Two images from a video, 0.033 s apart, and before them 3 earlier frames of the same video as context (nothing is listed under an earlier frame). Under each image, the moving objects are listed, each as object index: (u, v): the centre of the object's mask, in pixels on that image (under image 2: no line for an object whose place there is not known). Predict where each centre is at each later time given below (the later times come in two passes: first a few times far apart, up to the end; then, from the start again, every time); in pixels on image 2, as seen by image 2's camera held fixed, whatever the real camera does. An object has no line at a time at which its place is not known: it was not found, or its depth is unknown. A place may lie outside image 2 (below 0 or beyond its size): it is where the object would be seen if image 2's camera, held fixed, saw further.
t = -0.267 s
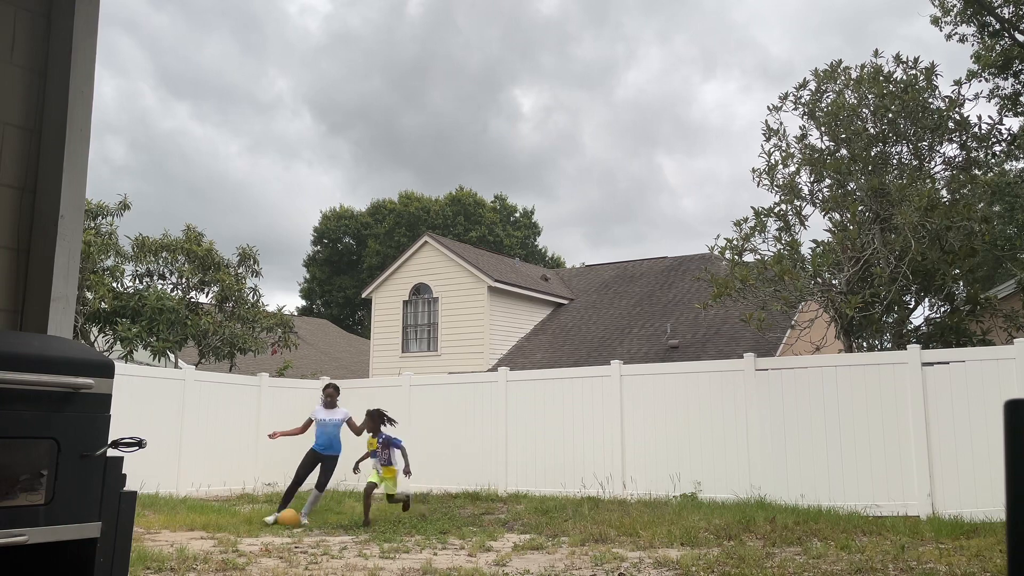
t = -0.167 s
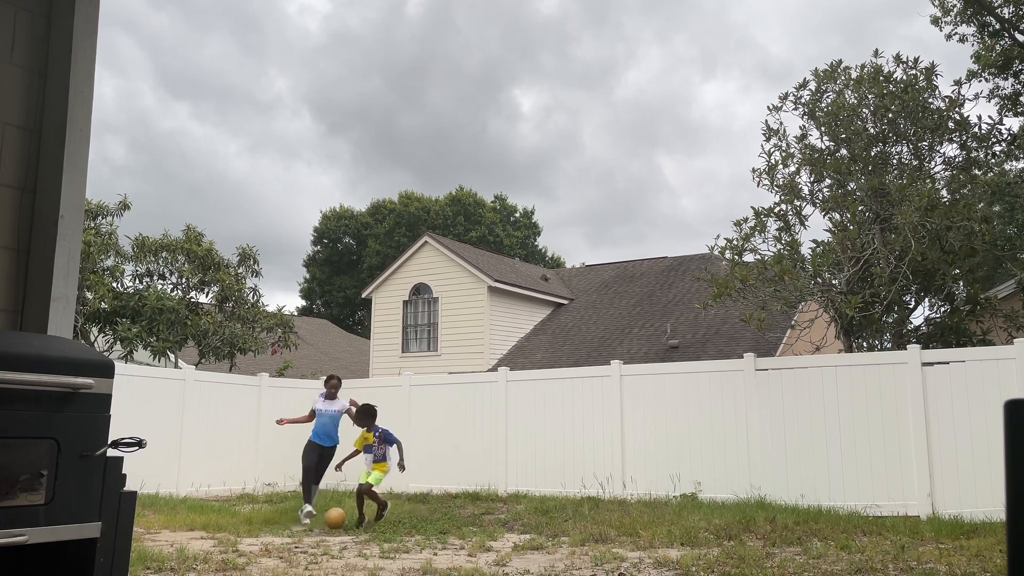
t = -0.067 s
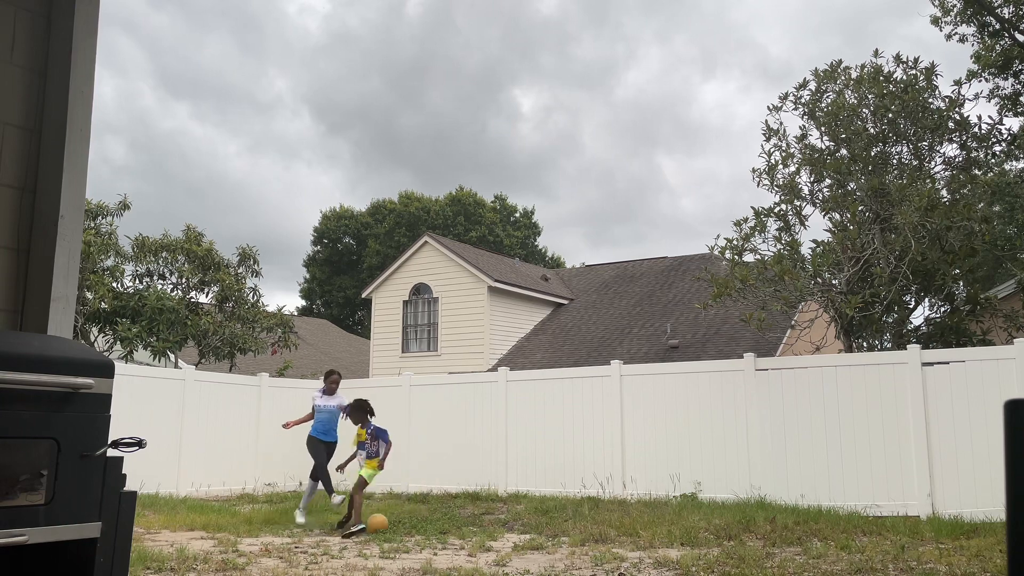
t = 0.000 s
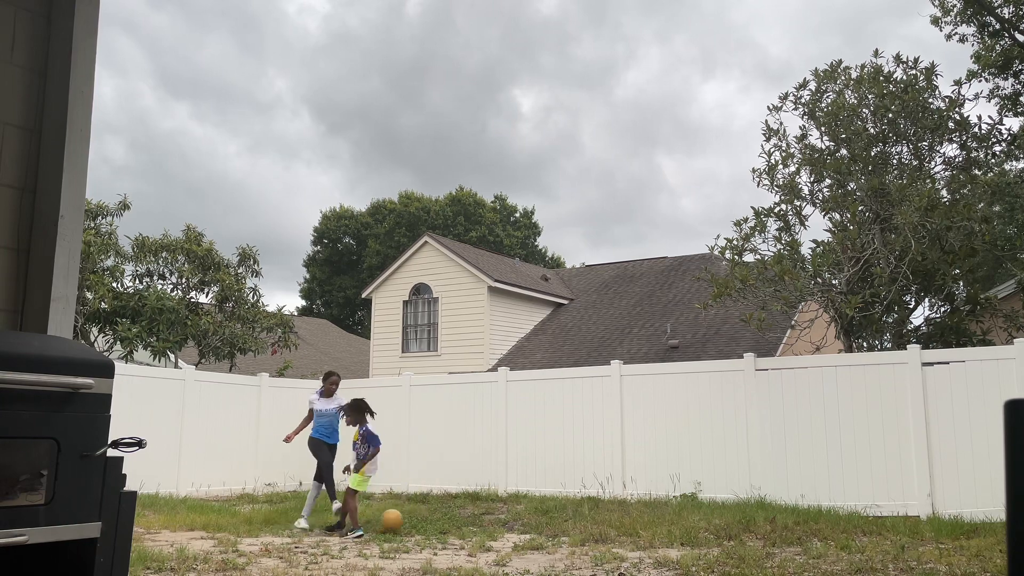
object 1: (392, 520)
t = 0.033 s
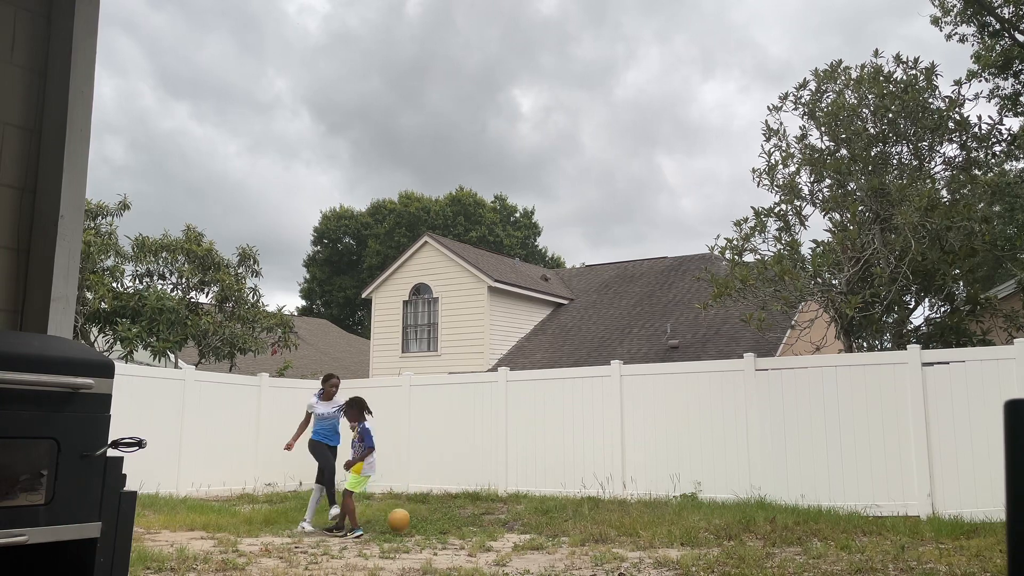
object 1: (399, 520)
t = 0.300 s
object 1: (460, 532)
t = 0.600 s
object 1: (539, 541)
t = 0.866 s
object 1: (616, 545)
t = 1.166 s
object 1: (708, 546)
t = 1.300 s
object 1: (747, 548)
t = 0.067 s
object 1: (406, 520)
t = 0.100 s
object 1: (413, 522)
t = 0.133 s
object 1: (421, 525)
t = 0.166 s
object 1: (428, 528)
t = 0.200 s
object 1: (436, 527)
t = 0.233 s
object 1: (444, 528)
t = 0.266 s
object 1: (452, 530)
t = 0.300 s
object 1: (460, 532)
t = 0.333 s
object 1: (468, 533)
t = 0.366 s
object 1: (476, 533)
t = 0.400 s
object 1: (485, 534)
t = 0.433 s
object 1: (493, 536)
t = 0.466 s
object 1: (502, 539)
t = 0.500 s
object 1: (511, 539)
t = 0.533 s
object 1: (520, 538)
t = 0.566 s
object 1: (529, 539)
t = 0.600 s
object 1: (539, 541)
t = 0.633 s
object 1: (548, 543)
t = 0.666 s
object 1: (557, 544)
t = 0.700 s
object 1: (567, 544)
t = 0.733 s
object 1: (577, 545)
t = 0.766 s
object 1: (587, 546)
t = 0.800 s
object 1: (597, 545)
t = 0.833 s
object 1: (607, 545)
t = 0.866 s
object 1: (616, 545)
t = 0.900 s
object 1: (626, 547)
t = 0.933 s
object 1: (636, 549)
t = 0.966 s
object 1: (647, 552)
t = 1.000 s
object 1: (657, 550)
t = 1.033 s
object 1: (667, 547)
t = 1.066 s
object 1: (677, 544)
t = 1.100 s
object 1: (687, 543)
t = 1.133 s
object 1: (697, 543)
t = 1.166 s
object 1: (708, 546)
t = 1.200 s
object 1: (719, 550)
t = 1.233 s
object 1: (729, 551)
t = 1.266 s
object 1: (737, 549)
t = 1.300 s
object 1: (747, 548)
